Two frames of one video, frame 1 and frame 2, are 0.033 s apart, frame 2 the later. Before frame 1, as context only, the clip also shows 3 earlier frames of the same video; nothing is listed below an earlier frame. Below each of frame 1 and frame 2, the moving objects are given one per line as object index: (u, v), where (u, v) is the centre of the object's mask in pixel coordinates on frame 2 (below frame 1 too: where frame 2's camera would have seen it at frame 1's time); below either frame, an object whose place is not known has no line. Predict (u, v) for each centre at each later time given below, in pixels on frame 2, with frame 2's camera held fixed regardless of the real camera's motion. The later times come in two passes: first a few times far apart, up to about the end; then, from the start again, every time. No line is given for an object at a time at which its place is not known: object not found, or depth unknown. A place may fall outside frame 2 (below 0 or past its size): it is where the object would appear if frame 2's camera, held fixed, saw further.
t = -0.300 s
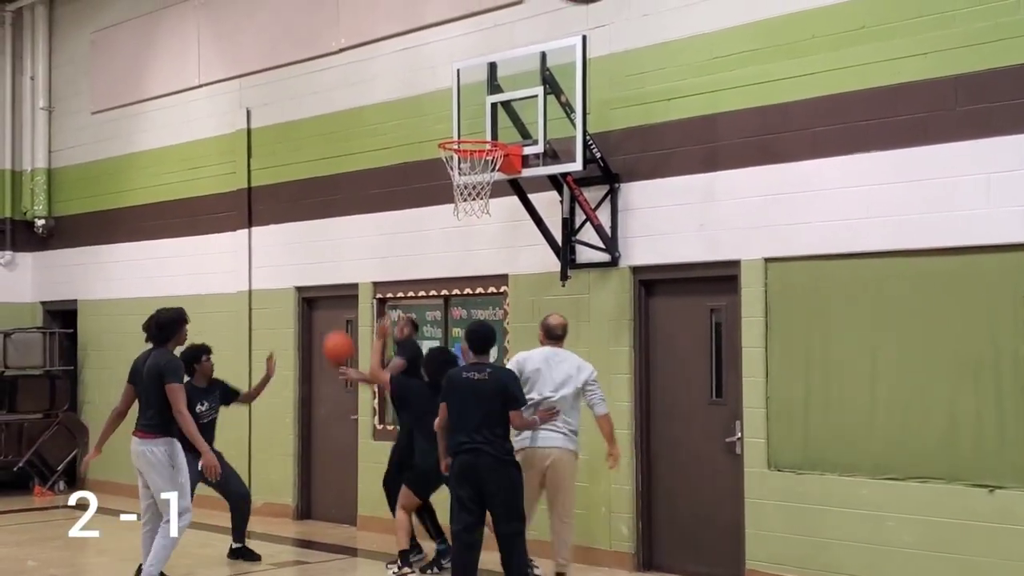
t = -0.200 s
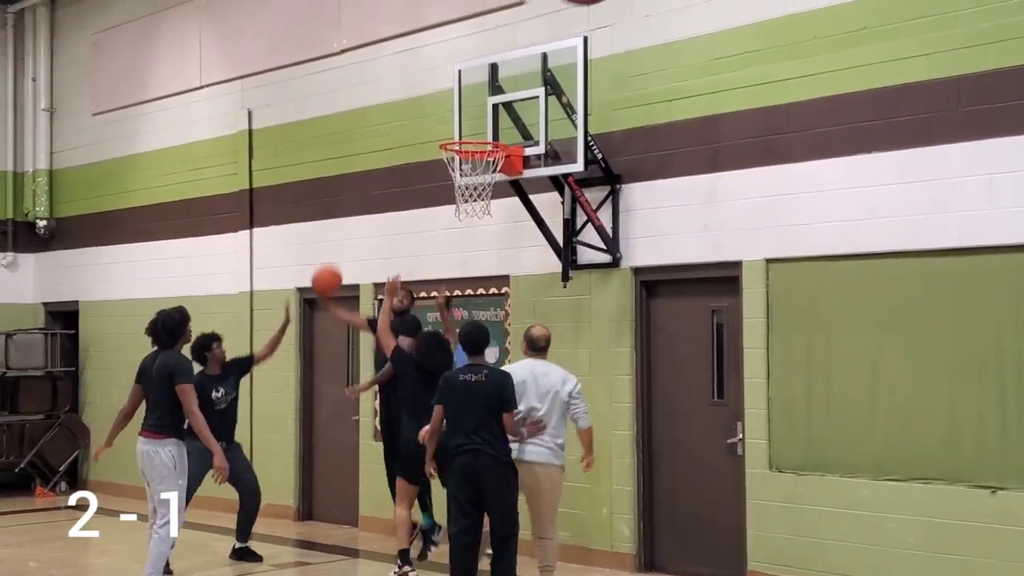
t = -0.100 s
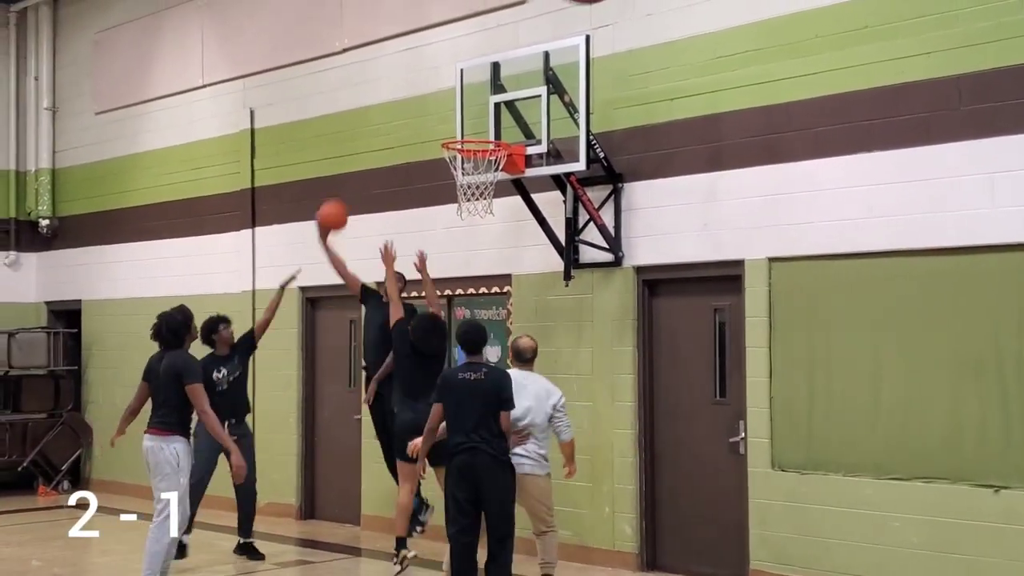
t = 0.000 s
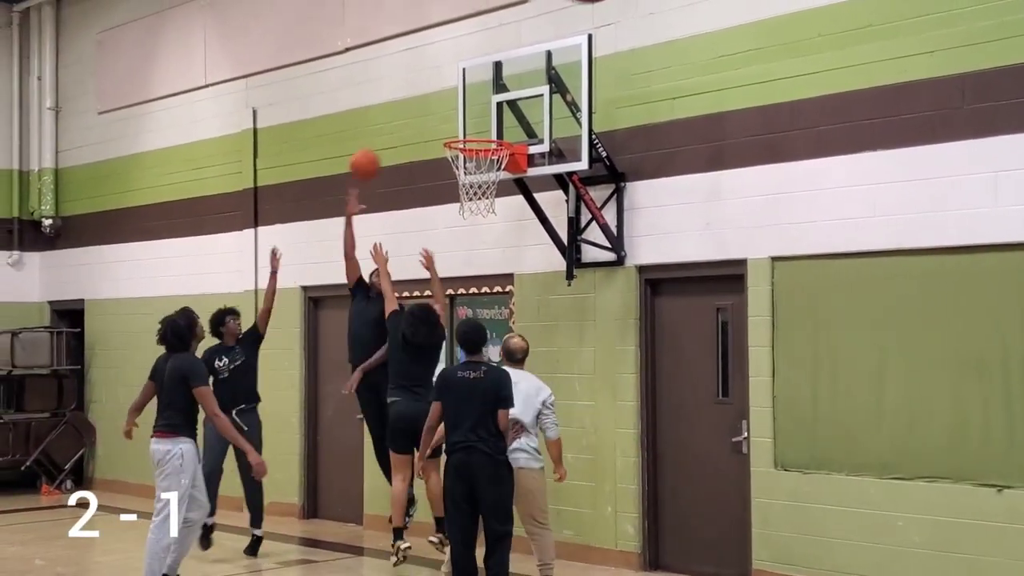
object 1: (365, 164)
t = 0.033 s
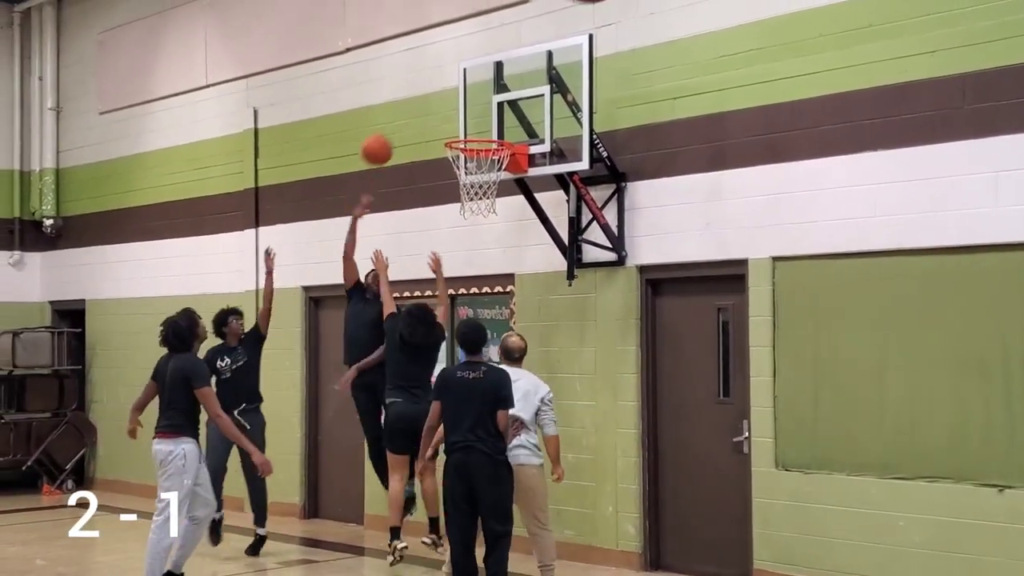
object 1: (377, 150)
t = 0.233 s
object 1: (445, 88)
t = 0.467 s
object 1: (510, 79)
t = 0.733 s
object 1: (545, 166)
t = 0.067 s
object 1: (388, 136)
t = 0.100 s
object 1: (399, 124)
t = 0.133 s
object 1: (410, 113)
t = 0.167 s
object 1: (421, 103)
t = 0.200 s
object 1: (433, 95)
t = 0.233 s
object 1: (445, 88)
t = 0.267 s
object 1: (457, 82)
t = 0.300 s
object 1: (469, 78)
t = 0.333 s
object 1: (481, 75)
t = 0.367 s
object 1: (494, 74)
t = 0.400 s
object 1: (502, 74)
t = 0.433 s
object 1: (506, 76)
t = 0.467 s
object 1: (510, 79)
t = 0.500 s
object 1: (514, 84)
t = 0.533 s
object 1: (518, 90)
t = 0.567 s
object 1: (523, 99)
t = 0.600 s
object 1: (527, 110)
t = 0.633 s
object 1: (531, 121)
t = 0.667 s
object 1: (535, 134)
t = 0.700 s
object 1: (540, 149)
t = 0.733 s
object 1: (545, 166)
